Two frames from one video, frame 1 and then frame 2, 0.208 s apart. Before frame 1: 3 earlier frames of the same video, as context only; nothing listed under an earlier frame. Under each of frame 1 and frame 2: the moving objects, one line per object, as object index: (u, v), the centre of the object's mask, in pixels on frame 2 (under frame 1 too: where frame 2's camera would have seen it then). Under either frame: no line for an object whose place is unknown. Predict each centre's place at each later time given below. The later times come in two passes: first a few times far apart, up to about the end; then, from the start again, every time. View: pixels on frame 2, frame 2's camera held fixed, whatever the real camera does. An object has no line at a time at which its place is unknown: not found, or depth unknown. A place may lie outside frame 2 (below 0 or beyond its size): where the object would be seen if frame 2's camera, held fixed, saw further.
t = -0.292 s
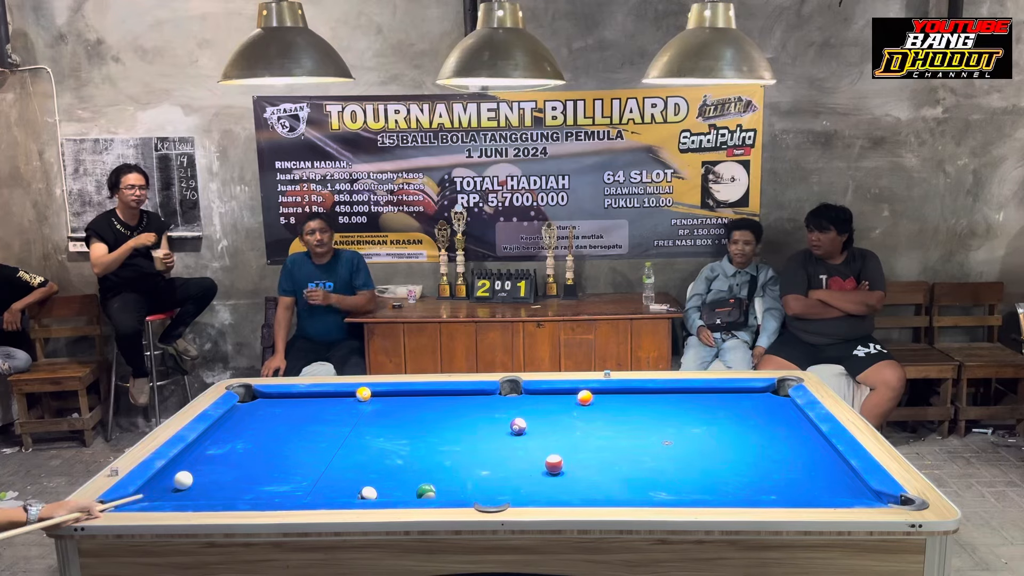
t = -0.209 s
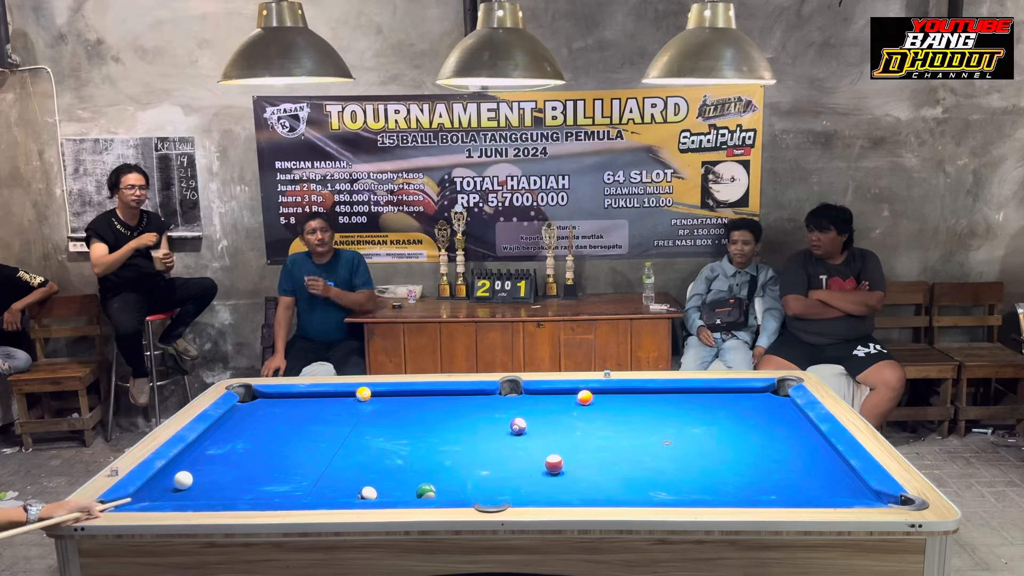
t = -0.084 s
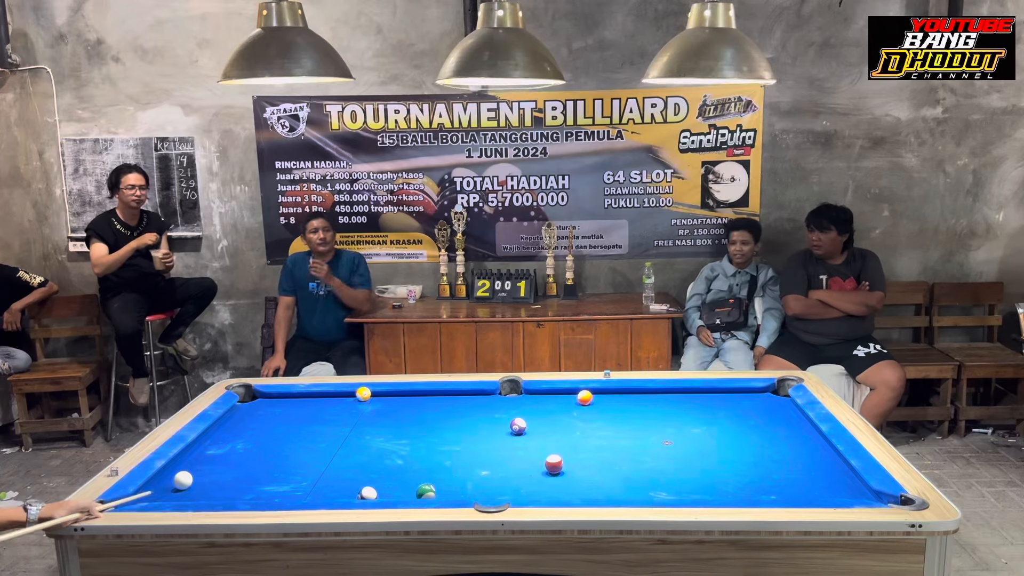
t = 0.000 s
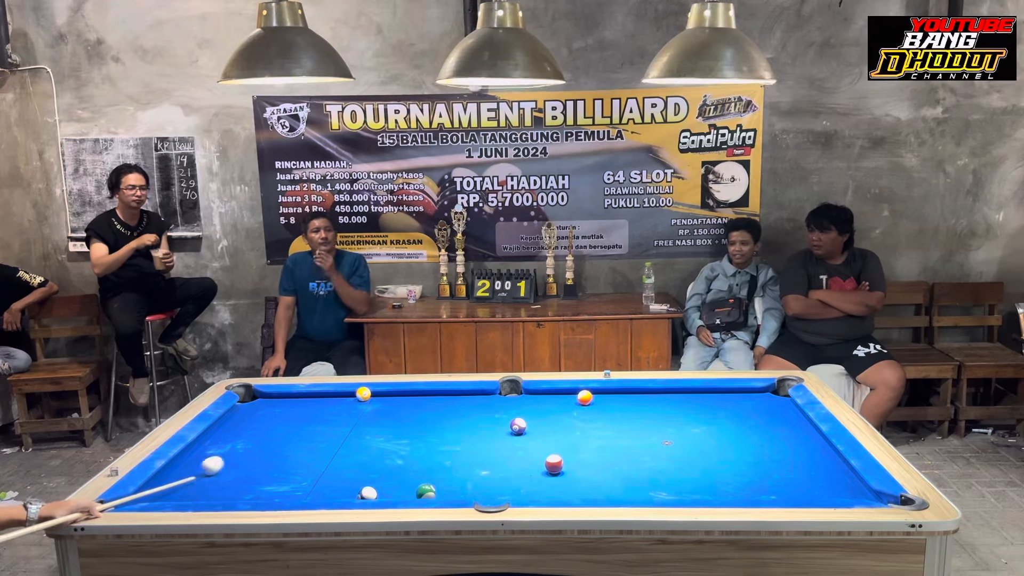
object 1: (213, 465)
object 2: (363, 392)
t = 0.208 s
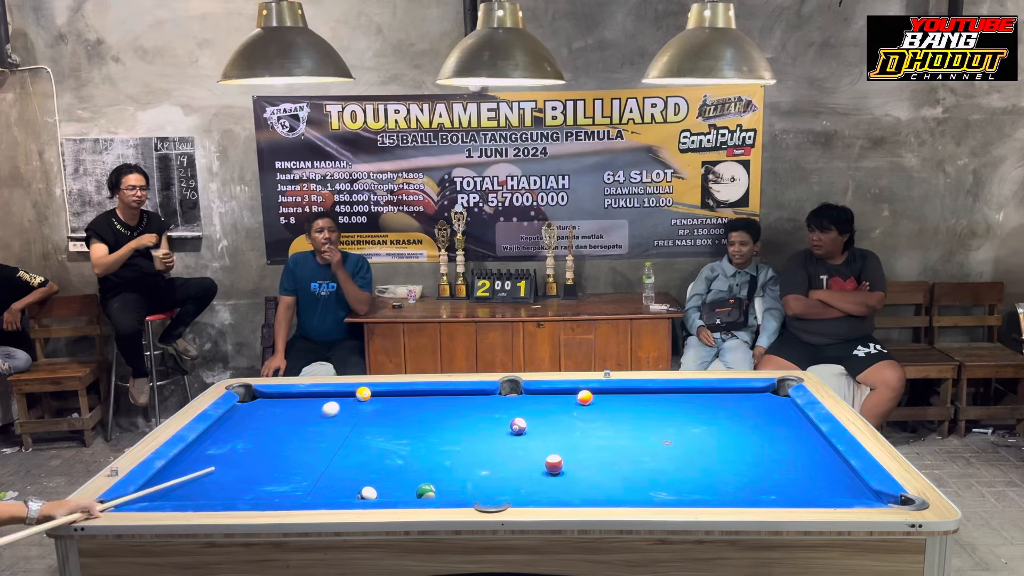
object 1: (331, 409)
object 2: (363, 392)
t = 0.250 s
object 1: (344, 402)
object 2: (363, 392)
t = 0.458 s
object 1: (346, 395)
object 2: (380, 410)
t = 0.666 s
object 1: (335, 396)
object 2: (396, 427)
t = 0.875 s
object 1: (323, 398)
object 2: (416, 447)
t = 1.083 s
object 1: (313, 400)
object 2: (436, 469)
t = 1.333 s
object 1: (300, 401)
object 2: (465, 494)
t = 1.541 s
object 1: (291, 403)
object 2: (492, 486)
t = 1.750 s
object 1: (283, 404)
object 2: (514, 477)
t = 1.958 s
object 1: (276, 405)
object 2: (536, 468)
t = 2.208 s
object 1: (269, 406)
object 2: (539, 464)
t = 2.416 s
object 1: (265, 407)
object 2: (541, 461)
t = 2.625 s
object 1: (263, 407)
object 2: (542, 459)
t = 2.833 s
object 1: (261, 407)
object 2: (543, 456)
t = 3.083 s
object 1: (260, 407)
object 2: (543, 455)
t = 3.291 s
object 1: (260, 407)
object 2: (543, 454)
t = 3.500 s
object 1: (260, 408)
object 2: (544, 453)
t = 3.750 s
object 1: (260, 407)
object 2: (544, 453)
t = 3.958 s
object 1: (260, 407)
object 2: (544, 453)
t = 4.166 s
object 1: (260, 407)
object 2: (544, 453)
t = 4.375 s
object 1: (260, 408)
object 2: (544, 453)
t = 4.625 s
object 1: (260, 408)
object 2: (544, 453)
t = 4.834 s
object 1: (260, 407)
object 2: (544, 453)
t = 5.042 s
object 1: (260, 407)
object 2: (544, 453)
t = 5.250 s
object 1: (260, 407)
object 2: (544, 453)
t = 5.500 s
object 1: (260, 407)
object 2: (544, 453)
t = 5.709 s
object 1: (260, 407)
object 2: (544, 453)
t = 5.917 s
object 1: (260, 407)
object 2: (544, 453)
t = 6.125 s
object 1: (260, 407)
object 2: (544, 453)
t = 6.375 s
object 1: (260, 407)
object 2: (544, 453)
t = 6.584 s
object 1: (260, 408)
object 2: (544, 453)
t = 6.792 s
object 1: (260, 407)
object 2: (544, 453)
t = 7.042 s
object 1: (260, 407)
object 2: (544, 453)
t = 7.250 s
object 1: (260, 408)
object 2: (544, 453)
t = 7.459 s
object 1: (260, 407)
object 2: (544, 453)
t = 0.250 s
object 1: (344, 402)
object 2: (363, 392)
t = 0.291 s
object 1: (352, 398)
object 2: (366, 394)
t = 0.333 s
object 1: (350, 397)
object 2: (369, 398)
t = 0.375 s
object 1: (348, 397)
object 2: (374, 403)
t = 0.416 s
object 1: (348, 396)
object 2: (376, 405)
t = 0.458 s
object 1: (346, 395)
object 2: (380, 410)
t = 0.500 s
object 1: (345, 395)
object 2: (383, 412)
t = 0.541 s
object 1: (342, 395)
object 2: (387, 416)
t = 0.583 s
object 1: (340, 395)
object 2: (389, 419)
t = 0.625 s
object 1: (337, 396)
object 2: (394, 424)
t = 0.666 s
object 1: (335, 396)
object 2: (396, 427)
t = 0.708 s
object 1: (333, 396)
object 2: (401, 431)
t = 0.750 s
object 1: (330, 397)
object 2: (404, 434)
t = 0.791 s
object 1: (328, 397)
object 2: (408, 439)
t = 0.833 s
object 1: (326, 397)
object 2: (411, 442)
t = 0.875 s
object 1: (323, 398)
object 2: (416, 447)
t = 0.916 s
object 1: (321, 398)
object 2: (419, 451)
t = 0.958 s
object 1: (318, 399)
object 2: (424, 456)
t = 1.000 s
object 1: (317, 399)
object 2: (427, 459)
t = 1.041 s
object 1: (314, 399)
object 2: (432, 465)
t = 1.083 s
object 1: (313, 400)
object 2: (436, 469)
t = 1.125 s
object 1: (310, 400)
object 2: (441, 475)
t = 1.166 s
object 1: (308, 400)
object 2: (445, 479)
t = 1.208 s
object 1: (306, 401)
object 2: (450, 484)
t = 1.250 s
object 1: (304, 401)
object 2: (455, 488)
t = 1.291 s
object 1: (302, 401)
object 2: (460, 492)
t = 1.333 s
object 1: (300, 401)
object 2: (465, 494)
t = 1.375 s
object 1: (298, 402)
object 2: (471, 492)
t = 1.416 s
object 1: (296, 402)
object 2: (476, 492)
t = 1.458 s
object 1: (294, 402)
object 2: (482, 490)
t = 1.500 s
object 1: (293, 403)
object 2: (486, 488)
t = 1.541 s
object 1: (291, 403)
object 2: (492, 486)
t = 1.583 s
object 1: (289, 403)
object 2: (496, 484)
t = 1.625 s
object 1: (288, 403)
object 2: (501, 482)
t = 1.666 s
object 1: (286, 404)
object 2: (505, 481)
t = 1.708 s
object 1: (284, 404)
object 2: (511, 478)
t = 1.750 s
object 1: (283, 404)
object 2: (514, 477)
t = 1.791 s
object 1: (281, 404)
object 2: (519, 475)
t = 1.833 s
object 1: (280, 405)
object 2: (523, 474)
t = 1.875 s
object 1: (279, 405)
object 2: (528, 472)
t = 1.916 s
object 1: (277, 405)
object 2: (532, 470)
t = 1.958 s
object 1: (276, 405)
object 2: (536, 468)
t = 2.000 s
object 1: (275, 406)
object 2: (537, 468)
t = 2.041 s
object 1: (273, 406)
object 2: (538, 467)
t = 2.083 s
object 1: (272, 406)
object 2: (538, 466)
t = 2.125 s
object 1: (271, 406)
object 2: (538, 465)
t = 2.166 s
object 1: (270, 406)
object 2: (539, 465)
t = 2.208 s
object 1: (269, 406)
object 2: (539, 464)
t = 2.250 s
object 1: (268, 406)
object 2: (539, 463)
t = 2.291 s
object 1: (267, 407)
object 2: (540, 463)
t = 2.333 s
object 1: (267, 407)
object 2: (540, 462)
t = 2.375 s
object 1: (266, 407)
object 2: (541, 462)
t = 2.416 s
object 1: (265, 407)
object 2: (541, 461)
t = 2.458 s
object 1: (264, 407)
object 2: (541, 460)
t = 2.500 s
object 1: (264, 407)
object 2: (541, 460)
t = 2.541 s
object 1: (263, 407)
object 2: (542, 459)
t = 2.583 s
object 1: (263, 407)
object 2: (542, 459)
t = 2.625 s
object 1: (263, 407)
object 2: (542, 459)
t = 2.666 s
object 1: (262, 407)
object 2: (542, 458)
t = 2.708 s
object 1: (261, 407)
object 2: (542, 458)
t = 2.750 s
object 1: (261, 407)
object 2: (542, 457)
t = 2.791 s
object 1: (261, 407)
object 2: (542, 457)
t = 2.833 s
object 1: (261, 407)
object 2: (543, 456)
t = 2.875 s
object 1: (261, 407)
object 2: (543, 456)
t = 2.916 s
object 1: (261, 407)
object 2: (543, 456)
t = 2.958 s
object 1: (260, 407)
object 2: (543, 455)
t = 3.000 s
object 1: (260, 407)
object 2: (543, 455)
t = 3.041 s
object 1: (260, 407)
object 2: (543, 455)
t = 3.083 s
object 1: (260, 407)
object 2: (543, 455)
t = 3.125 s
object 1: (260, 407)
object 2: (543, 455)
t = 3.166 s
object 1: (260, 407)
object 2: (543, 454)
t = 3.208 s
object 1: (260, 407)
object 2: (543, 454)
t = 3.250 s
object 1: (260, 407)
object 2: (543, 454)
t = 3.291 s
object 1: (260, 407)
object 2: (543, 454)
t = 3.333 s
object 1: (260, 407)
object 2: (543, 454)
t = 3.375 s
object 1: (260, 407)
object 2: (544, 453)
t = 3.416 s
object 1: (260, 407)
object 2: (544, 453)
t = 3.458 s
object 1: (260, 408)
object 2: (544, 453)
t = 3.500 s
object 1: (260, 408)
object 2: (544, 453)
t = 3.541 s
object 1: (260, 407)
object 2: (544, 453)
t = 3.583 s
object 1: (260, 407)
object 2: (544, 453)
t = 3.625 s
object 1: (260, 407)
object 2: (544, 453)
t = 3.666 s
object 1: (260, 407)
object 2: (544, 453)
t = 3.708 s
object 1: (260, 407)
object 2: (544, 453)
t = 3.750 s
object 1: (260, 407)
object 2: (544, 453)
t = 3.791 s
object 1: (260, 407)
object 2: (544, 454)
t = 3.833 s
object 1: (260, 407)
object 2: (544, 453)
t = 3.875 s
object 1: (260, 407)
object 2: (544, 454)
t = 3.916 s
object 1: (260, 407)
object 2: (544, 454)
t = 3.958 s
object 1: (260, 407)
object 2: (544, 453)
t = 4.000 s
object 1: (260, 407)
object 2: (544, 453)
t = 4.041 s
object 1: (260, 407)
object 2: (544, 453)
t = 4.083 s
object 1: (260, 407)
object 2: (544, 453)
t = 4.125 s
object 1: (260, 408)
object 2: (544, 453)
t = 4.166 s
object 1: (260, 407)
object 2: (544, 453)
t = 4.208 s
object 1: (260, 408)
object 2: (544, 453)
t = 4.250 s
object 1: (260, 407)
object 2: (544, 453)
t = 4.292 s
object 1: (260, 407)
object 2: (544, 453)
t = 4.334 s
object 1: (260, 407)
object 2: (544, 453)
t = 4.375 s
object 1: (260, 408)
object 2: (544, 453)
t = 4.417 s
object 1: (260, 407)
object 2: (544, 453)
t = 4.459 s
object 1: (260, 407)
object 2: (544, 453)
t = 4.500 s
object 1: (260, 407)
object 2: (544, 453)
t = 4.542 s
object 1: (260, 407)
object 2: (544, 453)
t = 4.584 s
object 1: (260, 407)
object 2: (544, 453)
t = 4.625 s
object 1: (260, 408)
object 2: (544, 453)
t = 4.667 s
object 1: (260, 407)
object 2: (544, 453)
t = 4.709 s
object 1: (260, 407)
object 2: (544, 453)
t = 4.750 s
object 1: (260, 407)
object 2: (544, 453)
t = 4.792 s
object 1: (260, 407)
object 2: (544, 453)
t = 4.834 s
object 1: (260, 407)
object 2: (544, 453)
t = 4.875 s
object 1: (260, 407)
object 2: (544, 453)
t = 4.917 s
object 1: (260, 408)
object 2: (544, 453)
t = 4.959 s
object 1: (260, 407)
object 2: (544, 453)
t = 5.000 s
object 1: (260, 407)
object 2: (544, 453)
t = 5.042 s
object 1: (260, 407)
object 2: (544, 453)
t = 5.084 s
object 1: (260, 407)
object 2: (544, 453)
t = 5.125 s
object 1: (260, 407)
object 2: (544, 453)
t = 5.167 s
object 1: (260, 407)
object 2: (544, 453)
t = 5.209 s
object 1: (260, 407)
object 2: (544, 453)
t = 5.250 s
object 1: (260, 407)
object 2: (544, 453)
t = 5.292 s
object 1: (260, 408)
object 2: (544, 453)
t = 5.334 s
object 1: (260, 407)
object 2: (544, 453)
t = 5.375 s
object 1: (260, 407)
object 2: (544, 453)
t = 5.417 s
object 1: (260, 407)
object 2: (544, 453)
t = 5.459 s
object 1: (260, 407)
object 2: (544, 453)
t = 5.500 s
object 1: (260, 407)
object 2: (544, 453)
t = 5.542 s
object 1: (260, 407)
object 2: (544, 453)
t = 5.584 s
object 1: (260, 407)
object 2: (544, 453)
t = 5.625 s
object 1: (260, 407)
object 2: (544, 453)
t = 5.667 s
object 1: (260, 408)
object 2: (544, 453)
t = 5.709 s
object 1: (260, 407)
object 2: (544, 453)
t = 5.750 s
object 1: (260, 407)
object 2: (544, 453)
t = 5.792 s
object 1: (260, 407)
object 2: (544, 453)
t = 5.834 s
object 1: (260, 407)
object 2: (544, 453)
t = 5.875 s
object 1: (260, 407)
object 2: (544, 453)
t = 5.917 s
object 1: (260, 407)
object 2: (544, 453)
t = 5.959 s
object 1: (260, 407)
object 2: (544, 453)
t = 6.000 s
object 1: (260, 407)
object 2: (544, 453)
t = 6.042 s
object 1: (260, 407)
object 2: (544, 453)
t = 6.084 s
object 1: (260, 407)
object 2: (544, 453)
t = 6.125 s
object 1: (260, 407)
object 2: (544, 453)
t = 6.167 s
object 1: (260, 407)
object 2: (544, 453)
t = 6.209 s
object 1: (260, 408)
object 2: (544, 453)
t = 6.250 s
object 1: (260, 408)
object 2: (544, 454)
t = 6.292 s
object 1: (260, 407)
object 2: (544, 453)
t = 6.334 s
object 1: (260, 407)
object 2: (544, 453)
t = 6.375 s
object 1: (260, 407)
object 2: (544, 453)
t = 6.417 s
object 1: (260, 407)
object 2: (544, 453)
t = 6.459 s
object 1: (260, 407)
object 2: (544, 453)
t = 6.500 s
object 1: (260, 407)
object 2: (544, 453)
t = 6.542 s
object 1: (260, 407)
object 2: (544, 453)
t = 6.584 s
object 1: (260, 408)
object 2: (544, 453)
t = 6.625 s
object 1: (260, 407)
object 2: (544, 453)
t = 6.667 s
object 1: (260, 407)
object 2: (544, 453)
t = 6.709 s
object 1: (260, 407)
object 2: (544, 453)
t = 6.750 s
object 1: (260, 407)
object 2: (544, 453)
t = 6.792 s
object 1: (260, 407)
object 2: (544, 453)
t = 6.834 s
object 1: (260, 407)
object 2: (544, 453)
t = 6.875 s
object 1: (260, 407)
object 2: (544, 453)
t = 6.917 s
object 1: (260, 408)
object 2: (544, 453)
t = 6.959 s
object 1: (260, 408)
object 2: (544, 453)
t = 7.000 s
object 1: (260, 407)
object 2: (544, 453)
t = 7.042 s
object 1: (260, 407)
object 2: (544, 453)
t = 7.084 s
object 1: (260, 408)
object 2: (544, 453)
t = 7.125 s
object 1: (260, 407)
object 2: (544, 453)
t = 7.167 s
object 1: (260, 408)
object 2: (544, 453)
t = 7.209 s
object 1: (260, 408)
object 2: (544, 453)
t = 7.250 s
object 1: (260, 408)
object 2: (544, 453)
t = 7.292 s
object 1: (260, 407)
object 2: (544, 453)
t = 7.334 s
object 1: (260, 408)
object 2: (544, 453)
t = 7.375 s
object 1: (260, 408)
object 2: (544, 453)
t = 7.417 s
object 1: (260, 407)
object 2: (544, 453)
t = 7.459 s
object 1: (260, 407)
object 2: (544, 453)
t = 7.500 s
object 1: (260, 407)
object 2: (544, 453)
